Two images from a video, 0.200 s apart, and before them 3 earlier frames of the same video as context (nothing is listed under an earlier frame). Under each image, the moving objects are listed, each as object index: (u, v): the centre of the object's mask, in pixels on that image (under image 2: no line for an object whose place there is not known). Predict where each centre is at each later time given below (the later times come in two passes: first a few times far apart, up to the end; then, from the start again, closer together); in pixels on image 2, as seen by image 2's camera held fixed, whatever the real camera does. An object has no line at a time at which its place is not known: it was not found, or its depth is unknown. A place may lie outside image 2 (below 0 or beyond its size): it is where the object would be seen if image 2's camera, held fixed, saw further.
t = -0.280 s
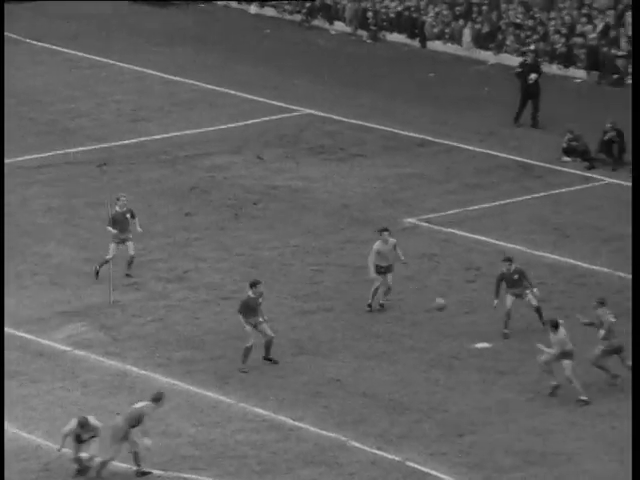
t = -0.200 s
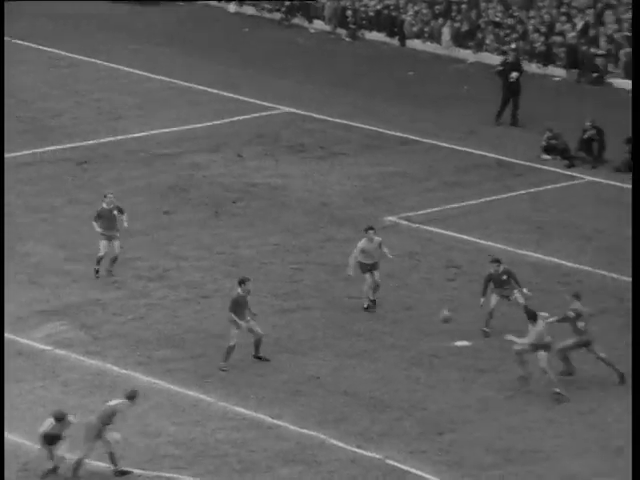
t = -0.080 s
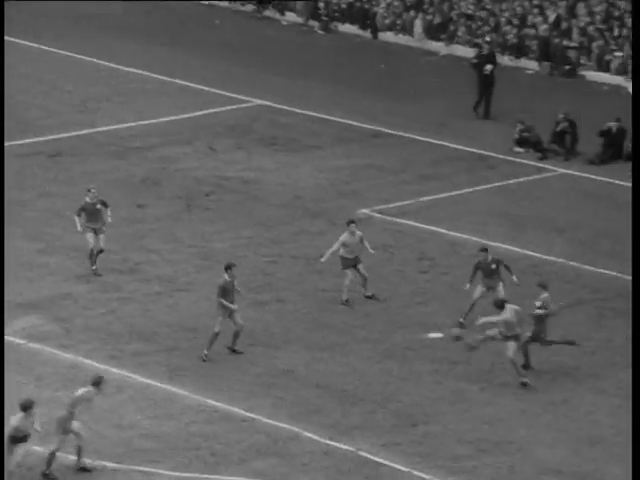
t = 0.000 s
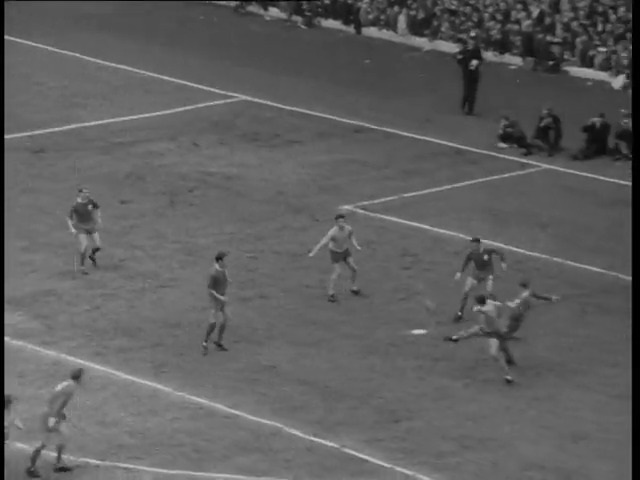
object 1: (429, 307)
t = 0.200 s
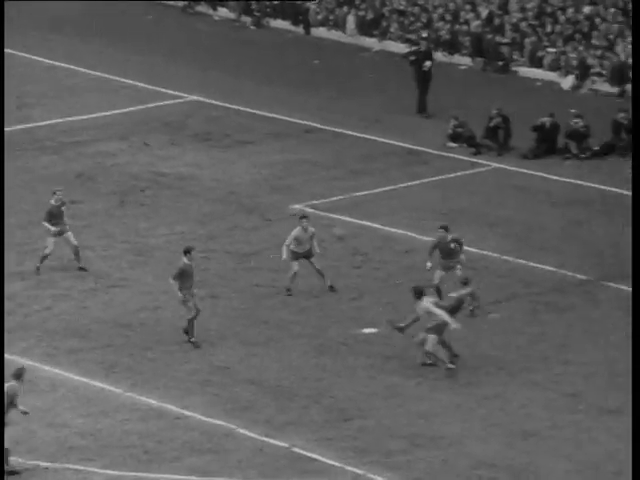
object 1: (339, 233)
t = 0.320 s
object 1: (317, 204)
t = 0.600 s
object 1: (269, 152)
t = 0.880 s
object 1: (227, 140)
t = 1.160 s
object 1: (189, 164)
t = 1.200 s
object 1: (185, 170)
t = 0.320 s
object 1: (317, 204)
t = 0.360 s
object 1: (310, 192)
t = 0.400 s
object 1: (303, 183)
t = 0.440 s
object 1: (296, 175)
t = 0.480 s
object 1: (289, 169)
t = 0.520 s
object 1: (282, 162)
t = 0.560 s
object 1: (276, 157)
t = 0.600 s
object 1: (269, 152)
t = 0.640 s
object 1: (263, 148)
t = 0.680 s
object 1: (256, 144)
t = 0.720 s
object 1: (250, 142)
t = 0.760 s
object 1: (244, 141)
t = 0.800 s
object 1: (239, 140)
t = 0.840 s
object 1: (232, 140)
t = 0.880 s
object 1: (227, 140)
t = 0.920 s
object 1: (221, 141)
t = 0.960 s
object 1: (216, 144)
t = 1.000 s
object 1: (210, 146)
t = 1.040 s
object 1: (206, 149)
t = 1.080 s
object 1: (199, 153)
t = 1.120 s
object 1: (194, 159)
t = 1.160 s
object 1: (189, 164)
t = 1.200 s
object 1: (185, 170)
